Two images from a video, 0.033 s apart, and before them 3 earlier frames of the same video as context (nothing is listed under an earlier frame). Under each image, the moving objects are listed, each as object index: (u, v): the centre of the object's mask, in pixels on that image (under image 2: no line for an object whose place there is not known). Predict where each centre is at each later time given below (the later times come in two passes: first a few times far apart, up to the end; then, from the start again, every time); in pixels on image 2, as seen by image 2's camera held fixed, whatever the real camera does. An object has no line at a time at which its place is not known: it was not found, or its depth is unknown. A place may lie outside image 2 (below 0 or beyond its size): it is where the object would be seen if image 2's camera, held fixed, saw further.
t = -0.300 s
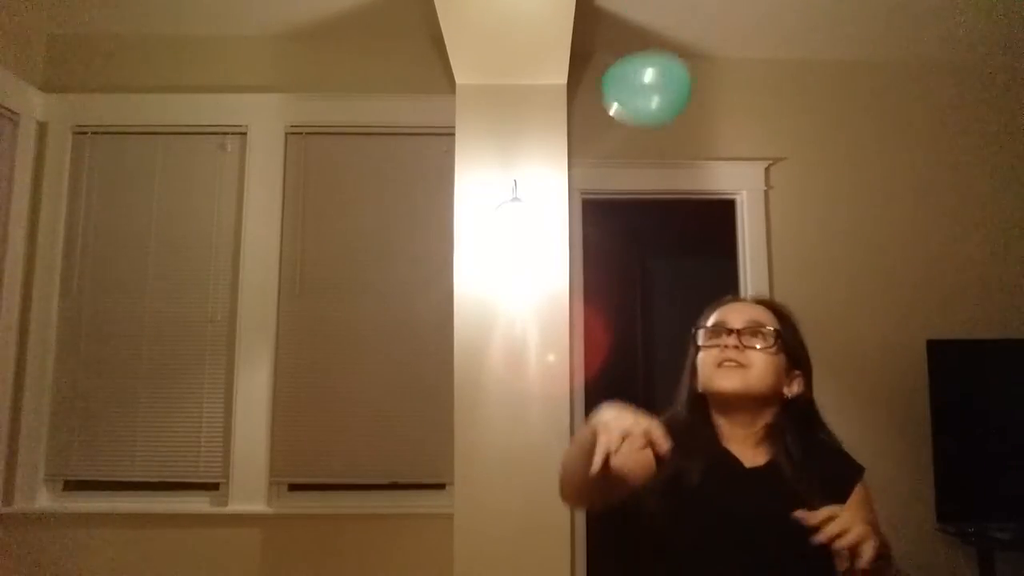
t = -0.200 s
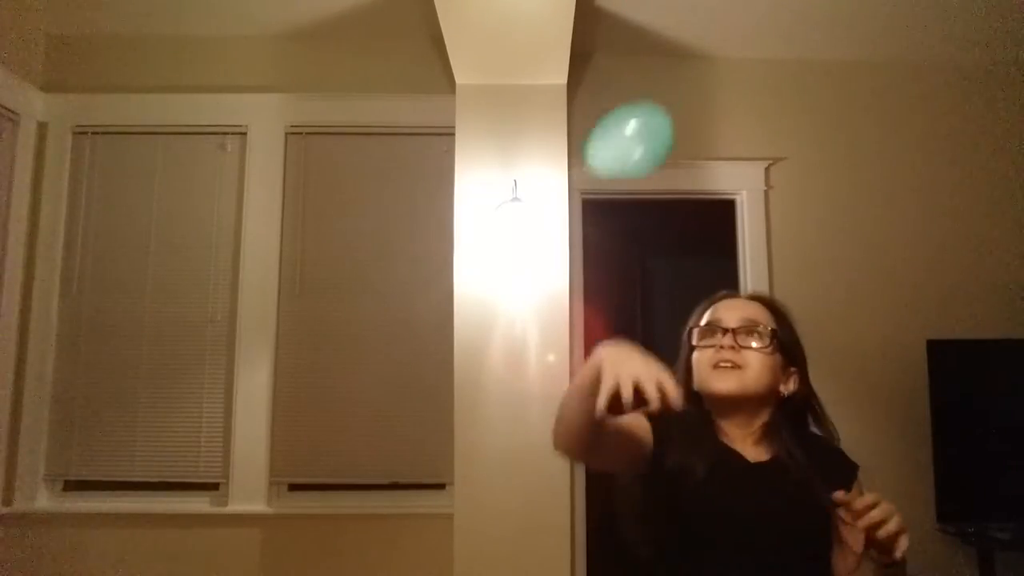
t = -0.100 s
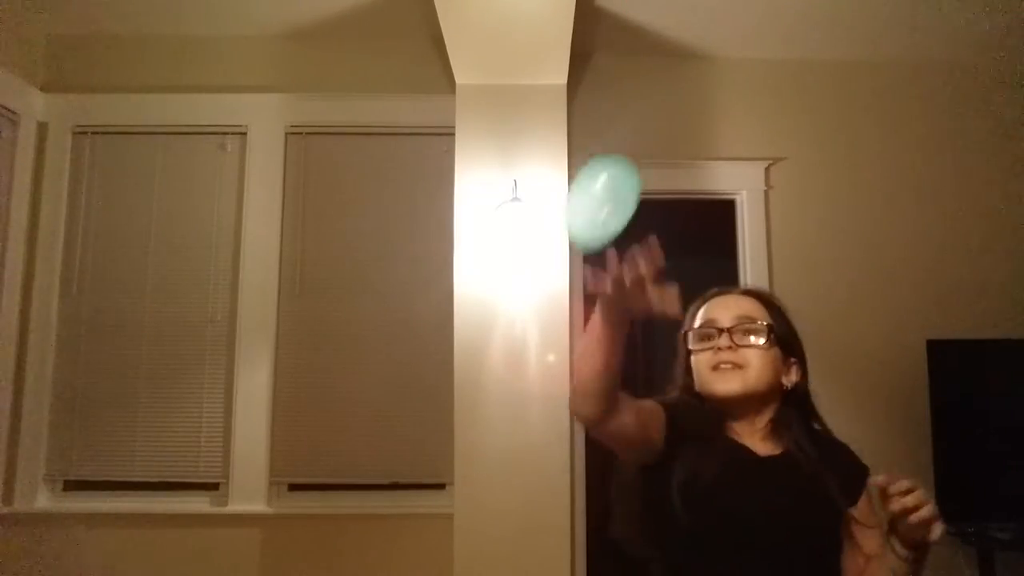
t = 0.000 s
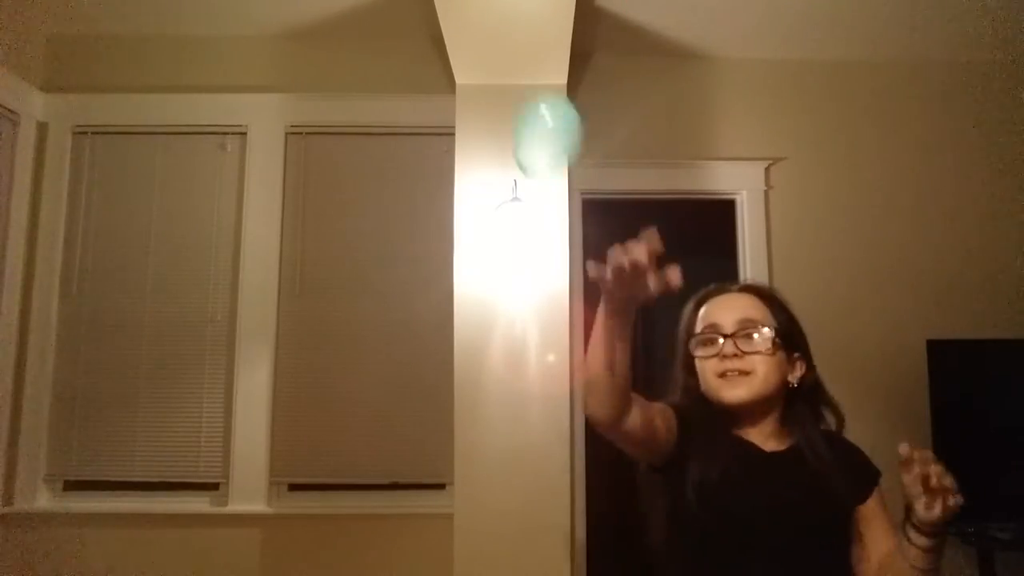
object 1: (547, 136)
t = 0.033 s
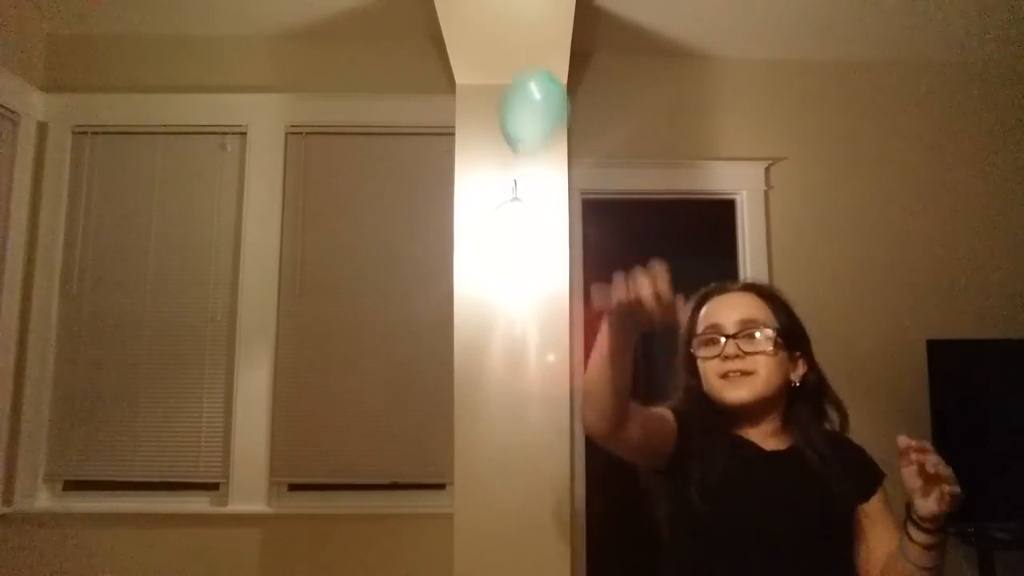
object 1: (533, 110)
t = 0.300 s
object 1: (486, 48)
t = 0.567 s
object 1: (451, 123)
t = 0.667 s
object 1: (447, 174)
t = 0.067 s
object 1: (523, 91)
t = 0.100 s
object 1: (516, 77)
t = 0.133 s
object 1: (510, 65)
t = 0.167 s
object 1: (505, 57)
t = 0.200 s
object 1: (501, 51)
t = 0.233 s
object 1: (496, 48)
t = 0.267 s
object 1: (491, 47)
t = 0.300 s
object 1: (486, 48)
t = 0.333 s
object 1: (480, 51)
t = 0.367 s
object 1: (475, 56)
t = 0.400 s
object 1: (470, 64)
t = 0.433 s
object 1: (465, 73)
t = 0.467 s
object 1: (460, 83)
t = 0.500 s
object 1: (456, 95)
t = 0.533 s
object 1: (453, 109)
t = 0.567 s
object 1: (451, 123)
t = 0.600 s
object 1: (449, 140)
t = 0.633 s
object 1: (448, 157)
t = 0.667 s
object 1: (447, 174)
